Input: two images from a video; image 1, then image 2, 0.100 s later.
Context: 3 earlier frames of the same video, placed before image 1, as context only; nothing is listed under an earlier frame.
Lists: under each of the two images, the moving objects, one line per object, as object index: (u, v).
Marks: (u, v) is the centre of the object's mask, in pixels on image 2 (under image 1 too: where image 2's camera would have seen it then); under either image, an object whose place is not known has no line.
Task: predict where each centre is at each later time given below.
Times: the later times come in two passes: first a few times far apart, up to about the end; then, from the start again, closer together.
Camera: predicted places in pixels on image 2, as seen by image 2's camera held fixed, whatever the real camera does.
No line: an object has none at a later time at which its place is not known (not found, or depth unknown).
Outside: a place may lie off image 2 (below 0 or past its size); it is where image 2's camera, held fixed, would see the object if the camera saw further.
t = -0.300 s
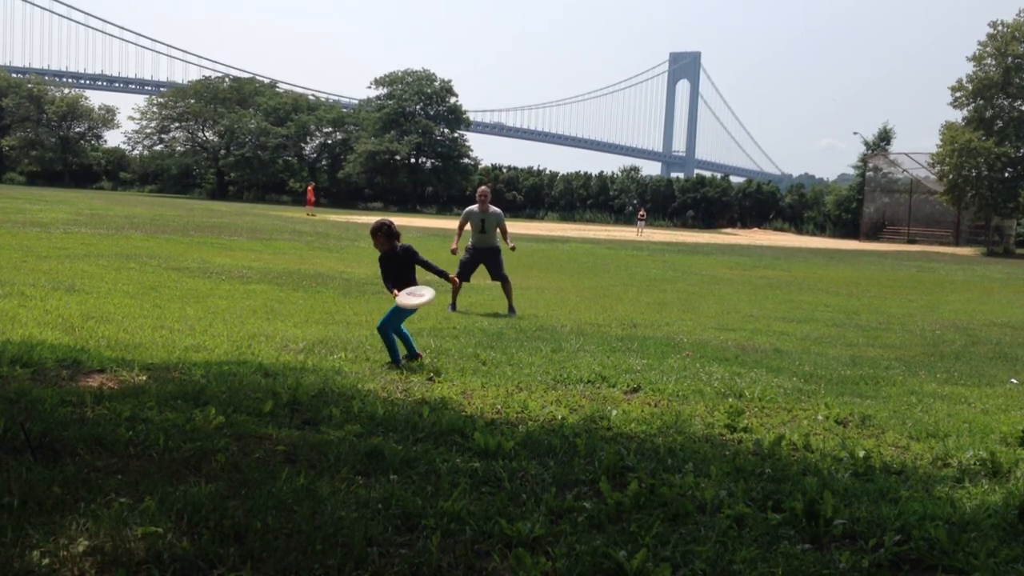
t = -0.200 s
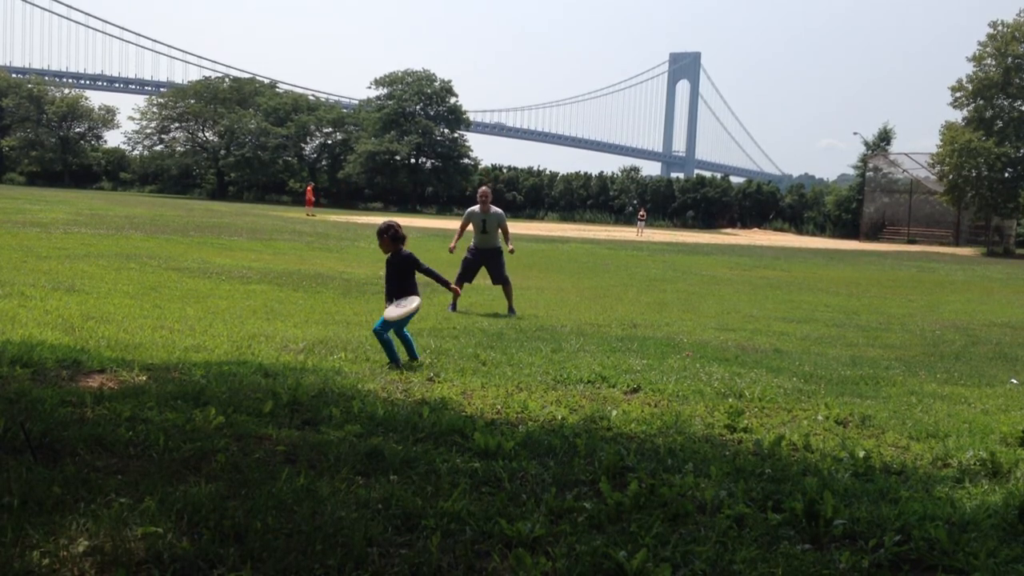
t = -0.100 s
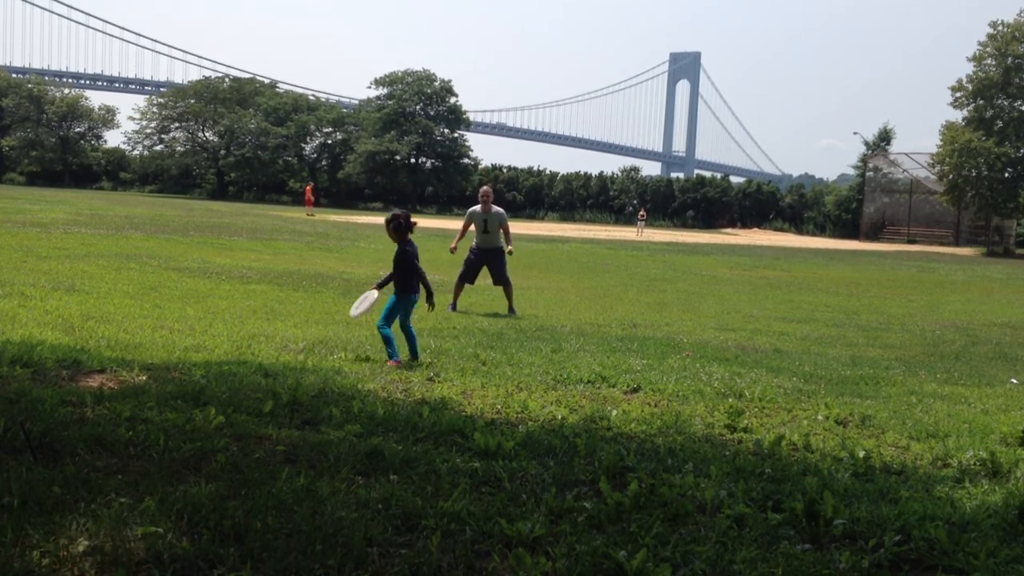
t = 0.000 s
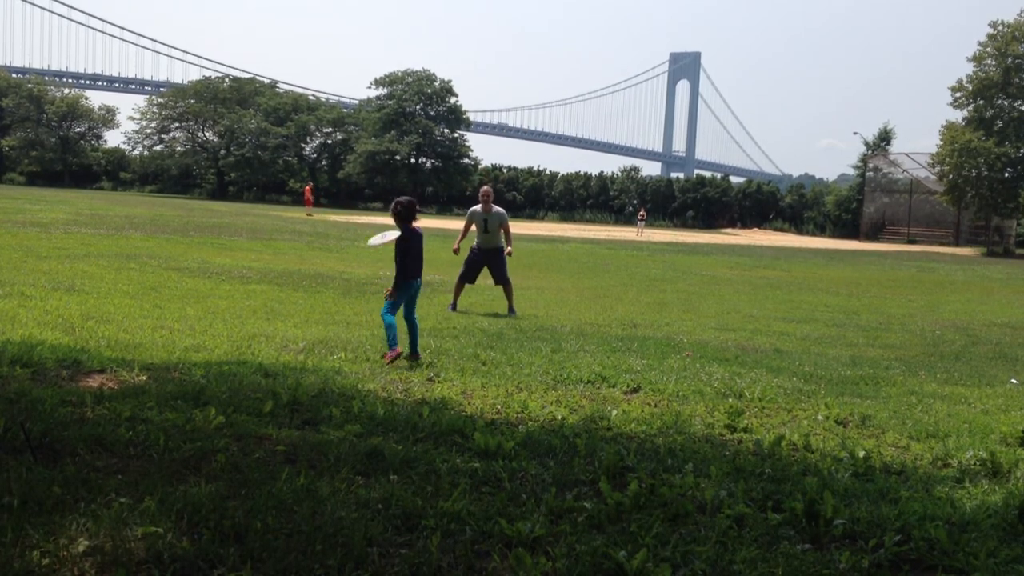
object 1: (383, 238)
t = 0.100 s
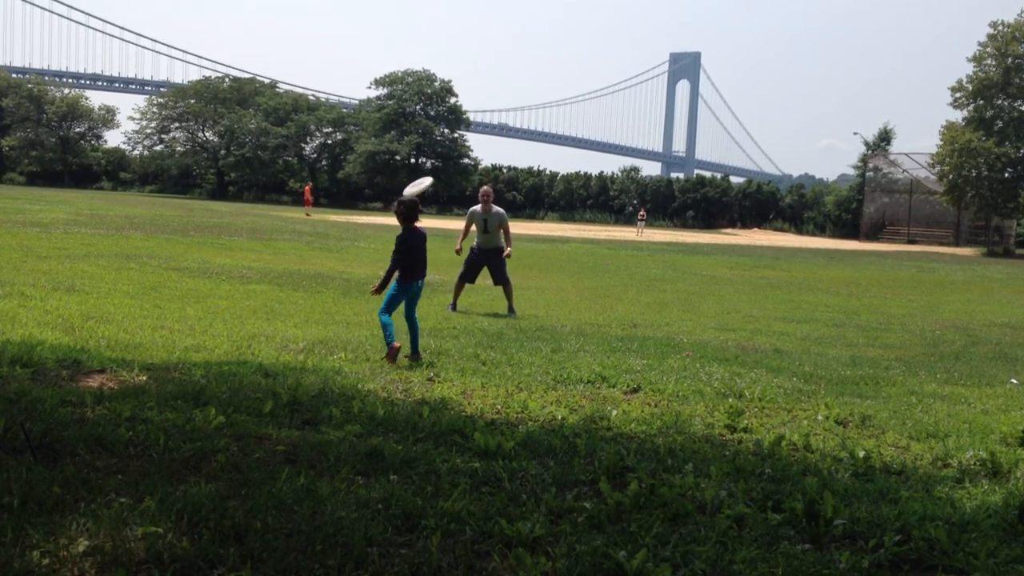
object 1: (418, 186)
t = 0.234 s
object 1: (456, 143)
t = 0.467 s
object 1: (504, 111)
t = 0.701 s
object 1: (532, 109)
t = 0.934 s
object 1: (540, 121)
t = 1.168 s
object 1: (530, 147)
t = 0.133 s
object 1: (428, 173)
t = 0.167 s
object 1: (438, 161)
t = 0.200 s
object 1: (447, 151)
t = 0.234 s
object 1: (456, 143)
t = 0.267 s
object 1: (464, 135)
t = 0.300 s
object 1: (472, 128)
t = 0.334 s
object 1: (478, 123)
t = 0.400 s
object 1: (494, 115)
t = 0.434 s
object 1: (498, 113)
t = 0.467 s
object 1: (504, 111)
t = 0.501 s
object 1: (509, 110)
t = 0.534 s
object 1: (514, 109)
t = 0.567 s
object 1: (518, 108)
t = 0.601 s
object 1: (522, 107)
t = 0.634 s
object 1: (526, 107)
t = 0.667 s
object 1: (528, 108)
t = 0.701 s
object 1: (532, 109)
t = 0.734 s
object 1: (533, 110)
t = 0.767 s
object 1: (536, 110)
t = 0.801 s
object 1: (537, 112)
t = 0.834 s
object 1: (539, 113)
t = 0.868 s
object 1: (539, 116)
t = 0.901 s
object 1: (540, 118)
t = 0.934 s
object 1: (540, 121)
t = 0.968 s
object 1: (540, 123)
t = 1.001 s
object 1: (538, 126)
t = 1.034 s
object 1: (537, 130)
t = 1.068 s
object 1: (534, 133)
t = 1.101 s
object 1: (533, 137)
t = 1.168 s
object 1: (530, 147)
